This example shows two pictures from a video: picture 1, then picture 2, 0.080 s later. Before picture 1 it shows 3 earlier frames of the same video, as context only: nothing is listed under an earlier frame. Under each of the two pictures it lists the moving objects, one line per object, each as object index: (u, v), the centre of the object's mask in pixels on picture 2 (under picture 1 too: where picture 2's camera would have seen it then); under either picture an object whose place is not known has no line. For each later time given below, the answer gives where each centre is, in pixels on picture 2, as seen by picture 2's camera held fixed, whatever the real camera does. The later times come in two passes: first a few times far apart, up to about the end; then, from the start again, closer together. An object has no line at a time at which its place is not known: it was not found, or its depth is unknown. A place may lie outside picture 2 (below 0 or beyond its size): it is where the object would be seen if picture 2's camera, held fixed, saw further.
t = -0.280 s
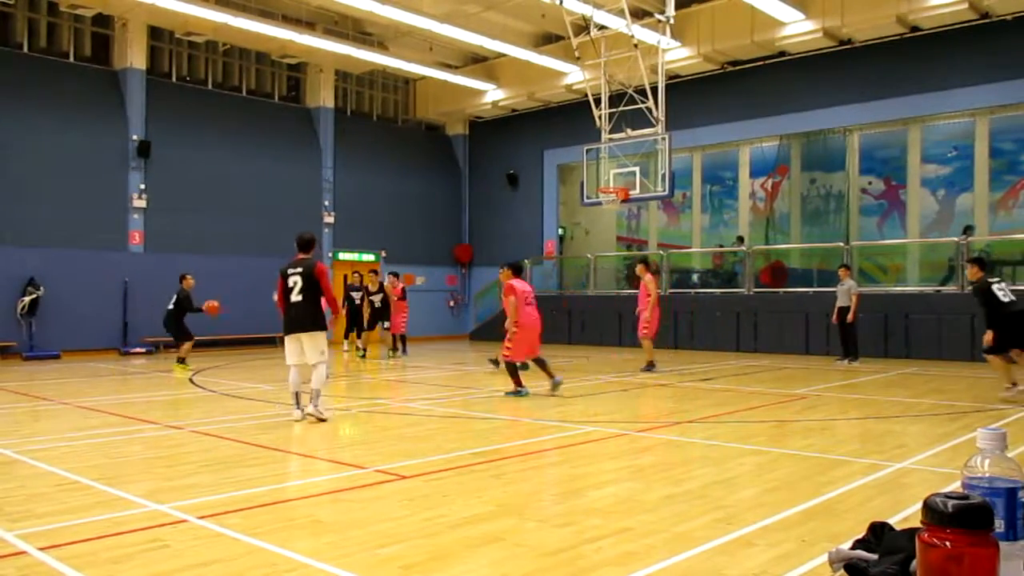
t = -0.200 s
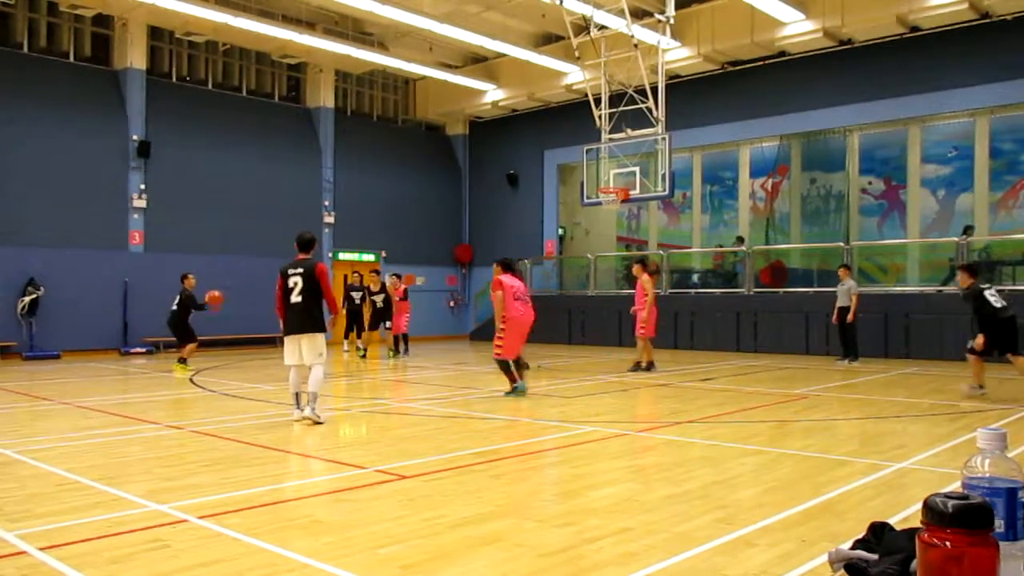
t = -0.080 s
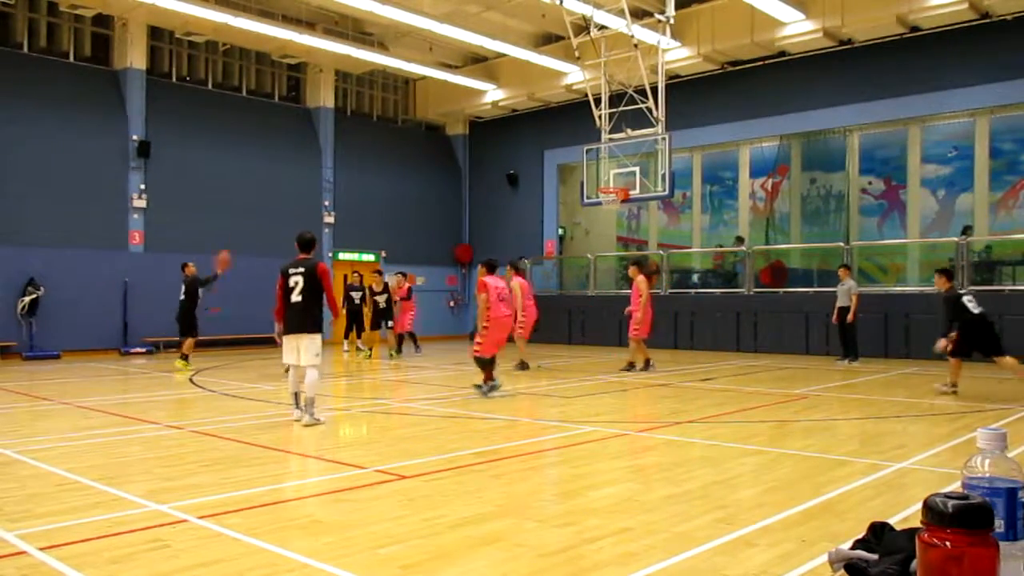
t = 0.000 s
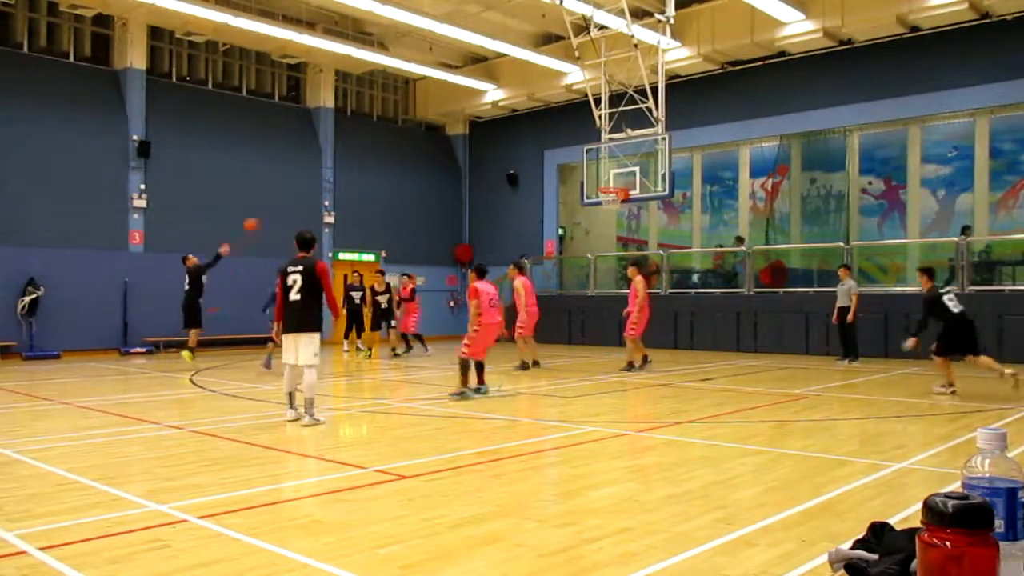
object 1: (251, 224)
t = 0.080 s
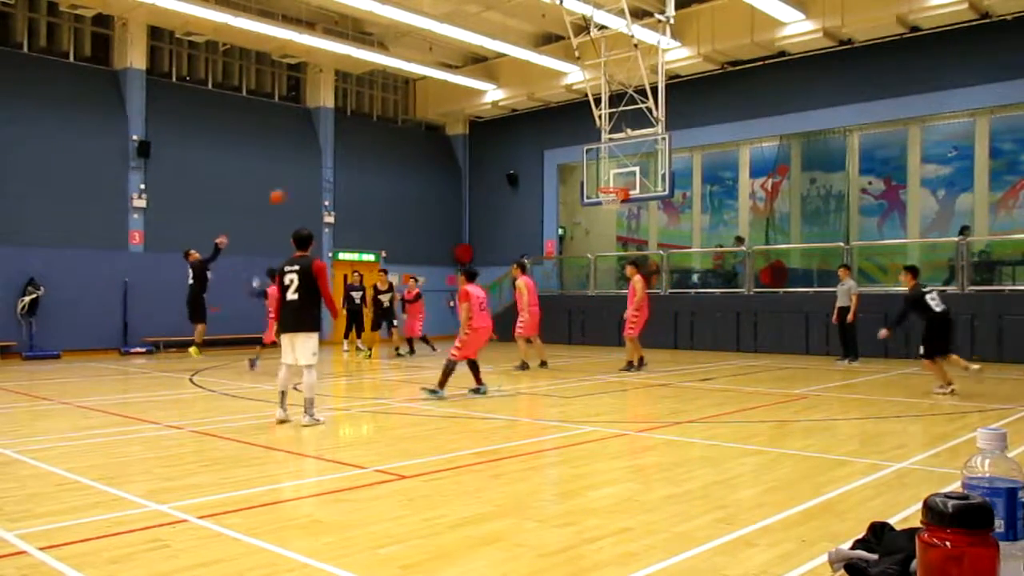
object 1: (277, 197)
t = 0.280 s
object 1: (341, 143)
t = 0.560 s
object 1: (426, 107)
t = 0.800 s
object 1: (494, 110)
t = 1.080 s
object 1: (570, 157)
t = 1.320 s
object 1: (593, 170)
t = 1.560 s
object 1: (558, 160)
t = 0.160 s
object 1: (303, 172)
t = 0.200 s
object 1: (316, 161)
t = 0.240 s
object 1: (328, 151)
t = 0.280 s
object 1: (341, 143)
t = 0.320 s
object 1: (353, 135)
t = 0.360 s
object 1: (365, 128)
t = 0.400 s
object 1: (377, 122)
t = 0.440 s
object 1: (389, 117)
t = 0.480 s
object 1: (402, 112)
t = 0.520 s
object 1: (413, 109)
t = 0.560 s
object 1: (426, 107)
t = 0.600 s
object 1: (438, 106)
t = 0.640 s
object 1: (449, 105)
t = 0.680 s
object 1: (460, 106)
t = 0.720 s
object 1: (472, 108)
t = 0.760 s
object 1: (482, 110)
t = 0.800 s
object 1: (494, 110)
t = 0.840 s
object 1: (505, 116)
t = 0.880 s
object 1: (516, 121)
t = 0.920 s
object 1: (528, 127)
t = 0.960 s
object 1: (538, 133)
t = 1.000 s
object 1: (549, 140)
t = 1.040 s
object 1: (560, 147)
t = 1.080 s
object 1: (570, 157)
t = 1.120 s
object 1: (582, 166)
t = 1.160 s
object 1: (591, 175)
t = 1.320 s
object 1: (593, 170)
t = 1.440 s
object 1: (574, 160)
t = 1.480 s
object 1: (569, 160)
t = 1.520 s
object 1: (564, 160)
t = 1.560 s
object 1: (558, 160)
